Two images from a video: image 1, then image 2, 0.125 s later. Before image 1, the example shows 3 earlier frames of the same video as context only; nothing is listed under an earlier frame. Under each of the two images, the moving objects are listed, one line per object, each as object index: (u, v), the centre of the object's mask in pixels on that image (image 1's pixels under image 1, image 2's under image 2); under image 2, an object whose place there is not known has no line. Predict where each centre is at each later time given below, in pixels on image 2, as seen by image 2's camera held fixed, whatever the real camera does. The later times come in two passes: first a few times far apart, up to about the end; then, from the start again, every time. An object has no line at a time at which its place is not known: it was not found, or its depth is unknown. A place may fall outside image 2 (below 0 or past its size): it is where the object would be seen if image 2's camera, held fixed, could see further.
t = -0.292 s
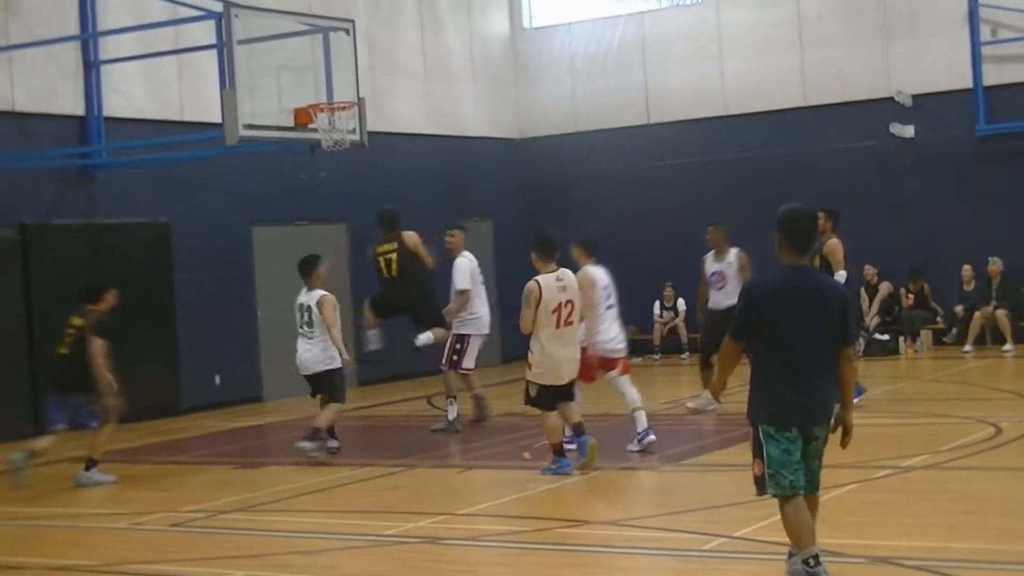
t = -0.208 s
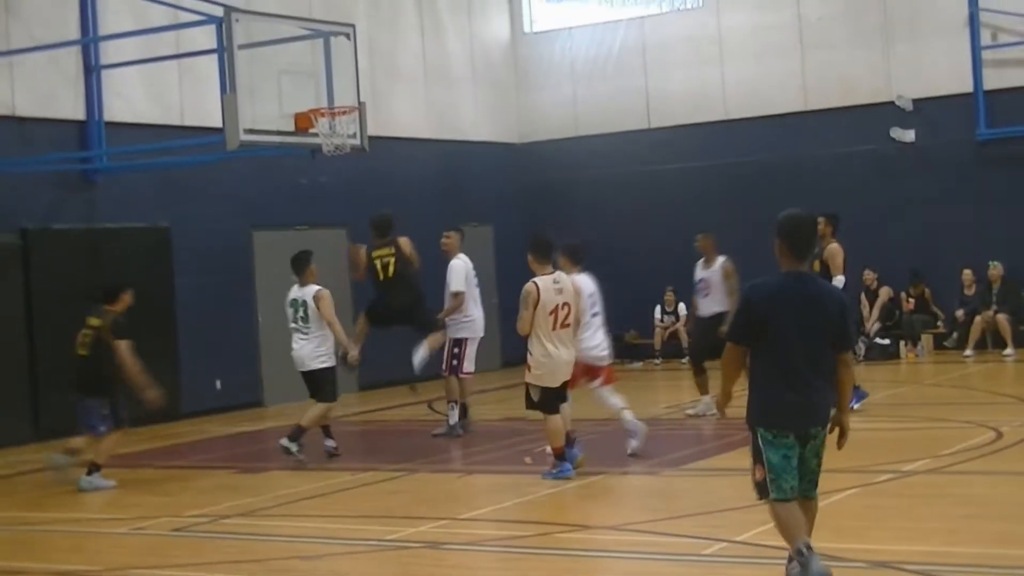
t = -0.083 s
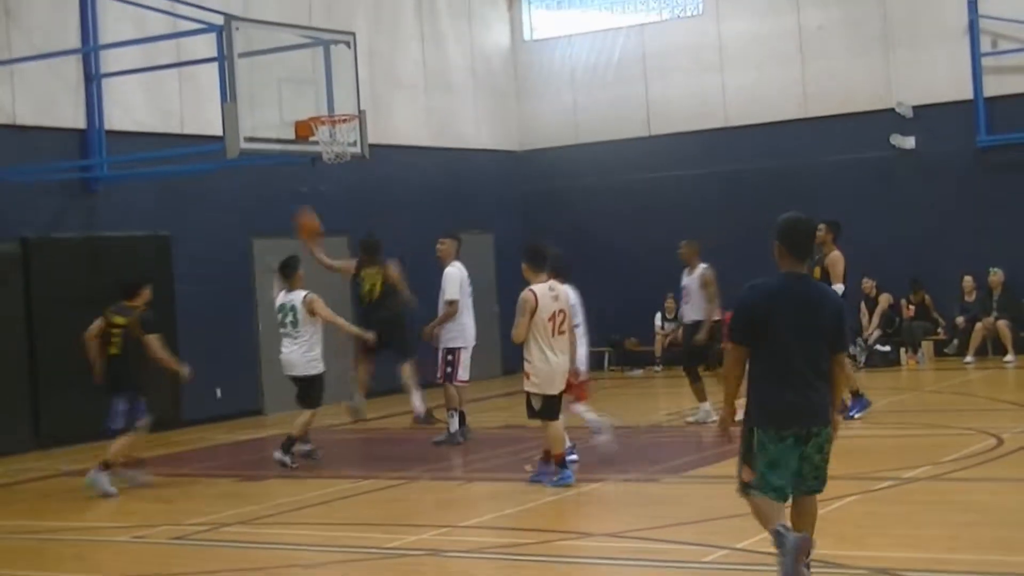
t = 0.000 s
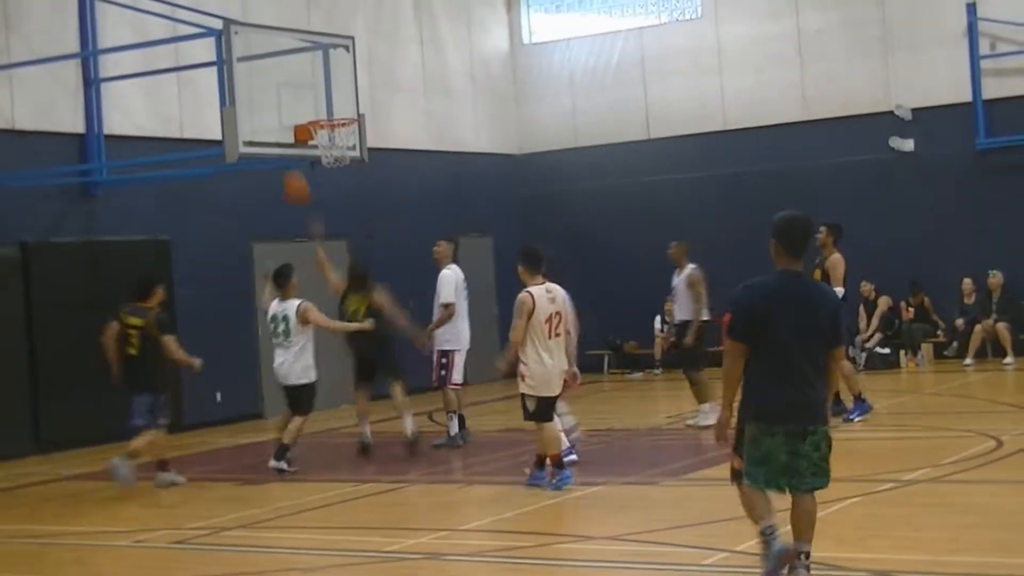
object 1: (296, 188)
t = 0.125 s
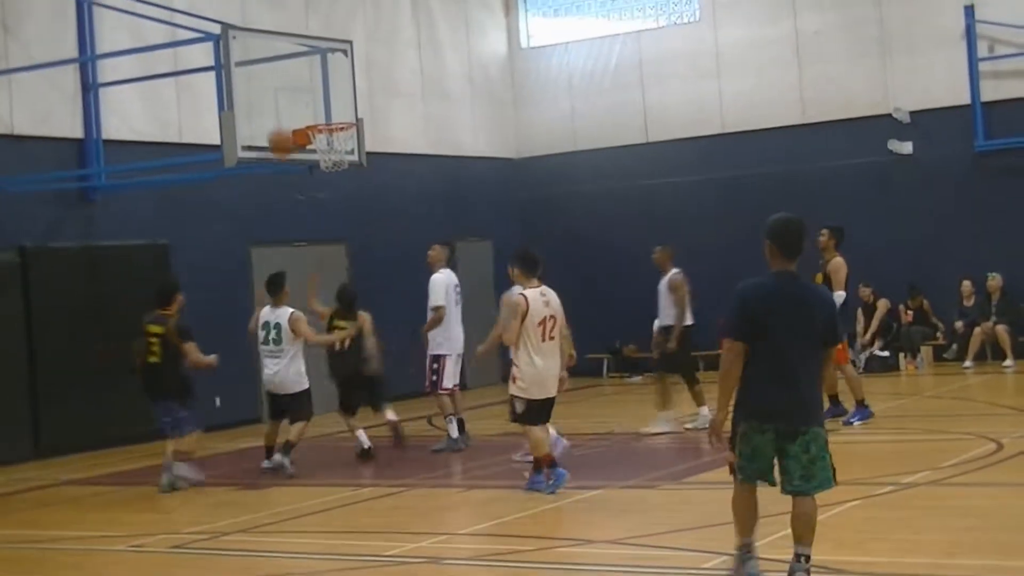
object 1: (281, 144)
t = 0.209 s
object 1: (279, 120)
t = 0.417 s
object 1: (312, 93)
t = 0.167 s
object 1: (277, 131)
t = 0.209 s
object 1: (279, 120)
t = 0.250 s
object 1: (285, 111)
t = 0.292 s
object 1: (292, 103)
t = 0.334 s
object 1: (299, 98)
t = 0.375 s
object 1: (305, 94)
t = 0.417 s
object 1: (312, 93)
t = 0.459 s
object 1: (320, 92)
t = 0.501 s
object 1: (327, 94)
